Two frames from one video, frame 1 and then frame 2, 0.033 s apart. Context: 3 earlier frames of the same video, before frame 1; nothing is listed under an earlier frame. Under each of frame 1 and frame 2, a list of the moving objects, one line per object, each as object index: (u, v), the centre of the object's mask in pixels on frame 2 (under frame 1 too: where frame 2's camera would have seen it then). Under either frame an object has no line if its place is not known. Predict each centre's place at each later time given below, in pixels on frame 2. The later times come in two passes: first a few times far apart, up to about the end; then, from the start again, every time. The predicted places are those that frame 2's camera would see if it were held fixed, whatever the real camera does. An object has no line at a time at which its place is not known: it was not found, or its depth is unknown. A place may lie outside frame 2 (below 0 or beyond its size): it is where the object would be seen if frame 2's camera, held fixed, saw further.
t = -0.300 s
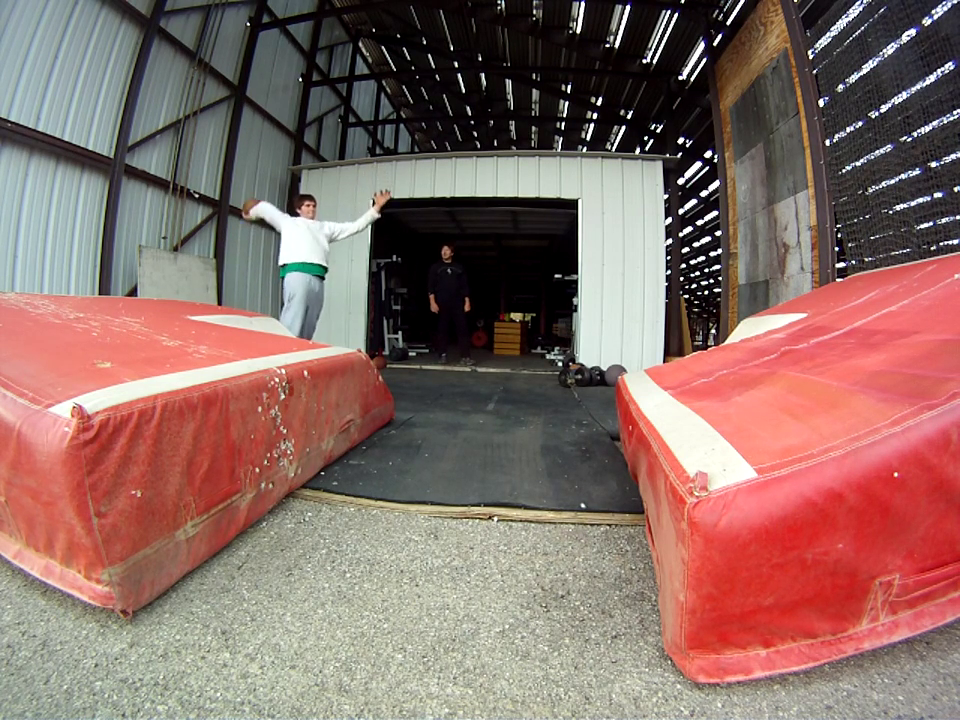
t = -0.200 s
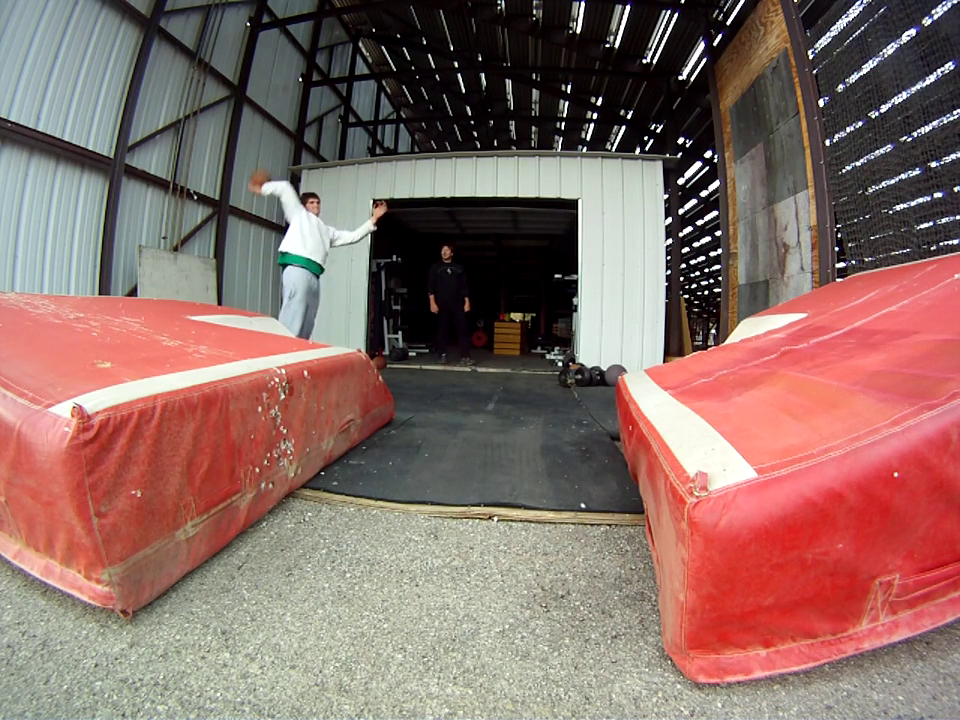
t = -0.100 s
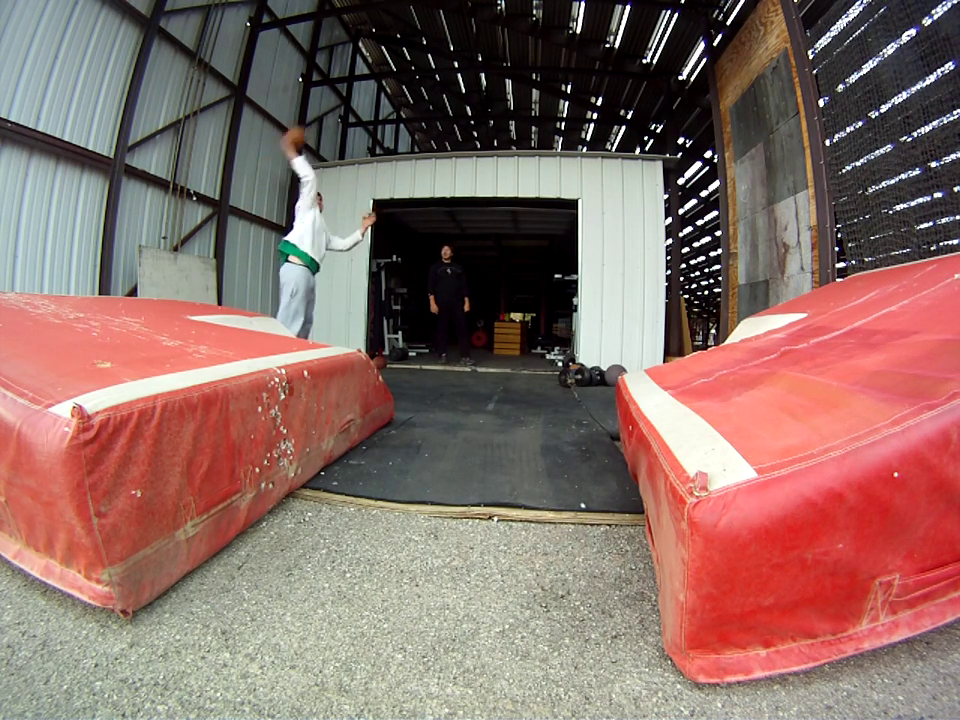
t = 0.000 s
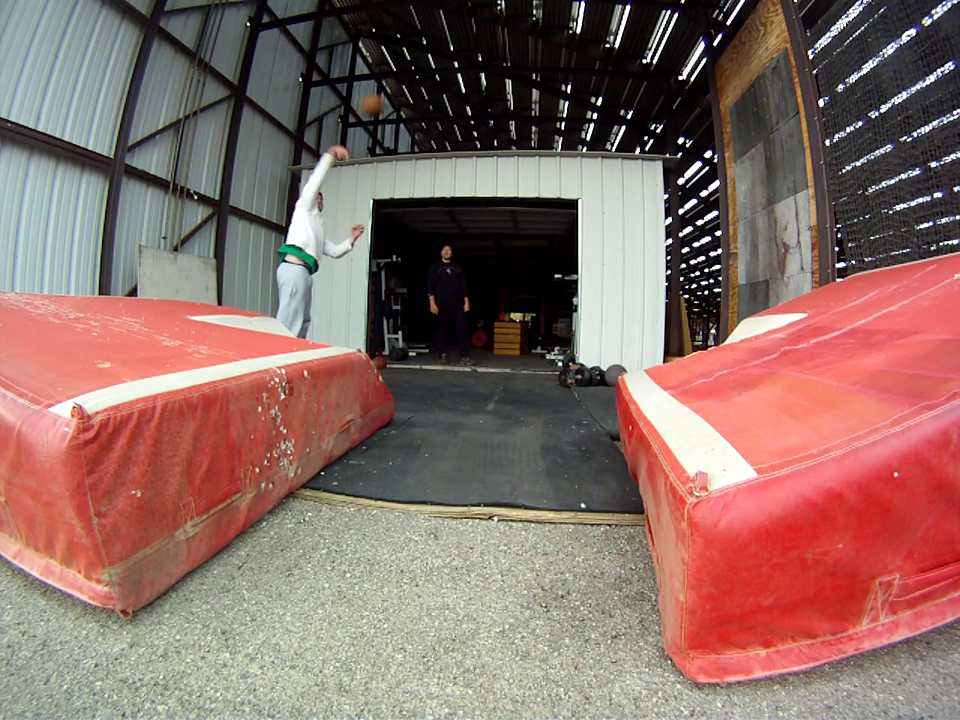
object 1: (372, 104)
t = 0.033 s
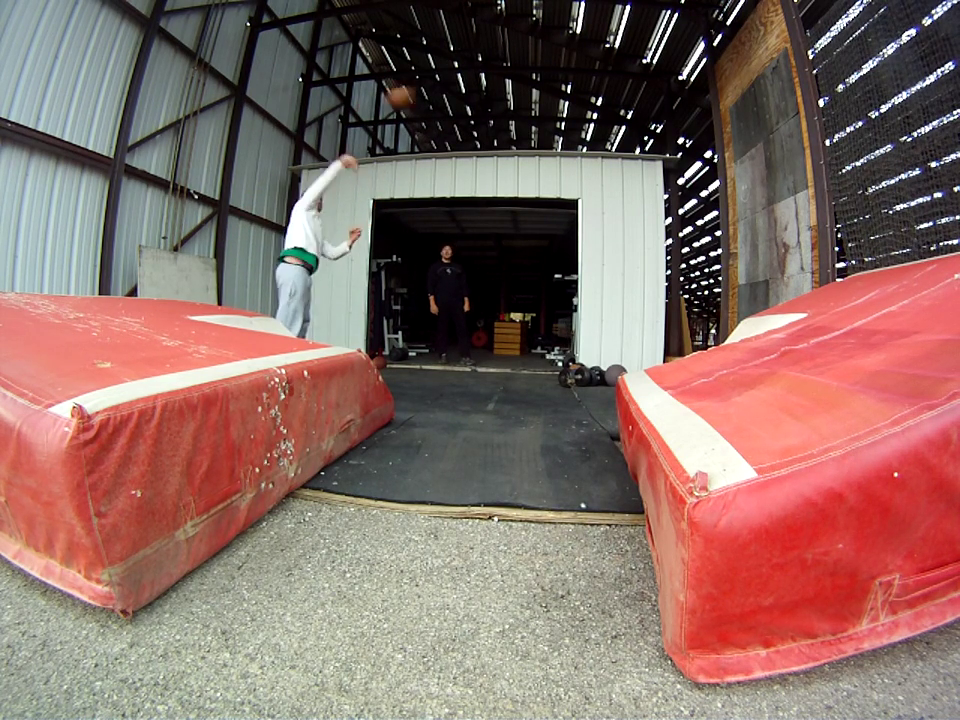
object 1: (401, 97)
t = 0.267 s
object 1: (608, 91)
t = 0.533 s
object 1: (746, 158)
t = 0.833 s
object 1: (628, 269)
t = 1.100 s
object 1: (520, 354)
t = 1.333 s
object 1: (461, 289)
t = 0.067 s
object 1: (429, 92)
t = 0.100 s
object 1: (459, 87)
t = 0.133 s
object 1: (488, 85)
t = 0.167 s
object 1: (520, 83)
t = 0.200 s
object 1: (549, 84)
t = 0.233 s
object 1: (580, 86)
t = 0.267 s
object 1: (608, 91)
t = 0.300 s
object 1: (637, 98)
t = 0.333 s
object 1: (665, 105)
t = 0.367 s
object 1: (692, 114)
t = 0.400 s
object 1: (719, 124)
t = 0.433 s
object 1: (746, 137)
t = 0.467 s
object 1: (767, 150)
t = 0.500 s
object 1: (757, 153)
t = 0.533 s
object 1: (746, 158)
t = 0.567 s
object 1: (734, 164)
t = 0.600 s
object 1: (722, 171)
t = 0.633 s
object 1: (709, 181)
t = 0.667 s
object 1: (698, 190)
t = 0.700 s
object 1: (685, 203)
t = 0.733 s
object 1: (671, 215)
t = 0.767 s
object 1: (658, 232)
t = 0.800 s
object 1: (643, 249)
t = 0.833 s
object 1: (628, 269)
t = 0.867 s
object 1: (612, 290)
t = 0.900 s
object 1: (597, 313)
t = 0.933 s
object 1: (578, 338)
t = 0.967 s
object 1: (563, 364)
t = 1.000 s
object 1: (546, 391)
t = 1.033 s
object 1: (536, 386)
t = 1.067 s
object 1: (528, 369)
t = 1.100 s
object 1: (520, 354)
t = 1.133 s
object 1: (511, 341)
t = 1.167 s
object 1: (502, 328)
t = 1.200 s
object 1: (494, 319)
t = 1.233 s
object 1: (487, 310)
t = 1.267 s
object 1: (479, 302)
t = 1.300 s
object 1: (470, 294)
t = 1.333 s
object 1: (461, 289)
